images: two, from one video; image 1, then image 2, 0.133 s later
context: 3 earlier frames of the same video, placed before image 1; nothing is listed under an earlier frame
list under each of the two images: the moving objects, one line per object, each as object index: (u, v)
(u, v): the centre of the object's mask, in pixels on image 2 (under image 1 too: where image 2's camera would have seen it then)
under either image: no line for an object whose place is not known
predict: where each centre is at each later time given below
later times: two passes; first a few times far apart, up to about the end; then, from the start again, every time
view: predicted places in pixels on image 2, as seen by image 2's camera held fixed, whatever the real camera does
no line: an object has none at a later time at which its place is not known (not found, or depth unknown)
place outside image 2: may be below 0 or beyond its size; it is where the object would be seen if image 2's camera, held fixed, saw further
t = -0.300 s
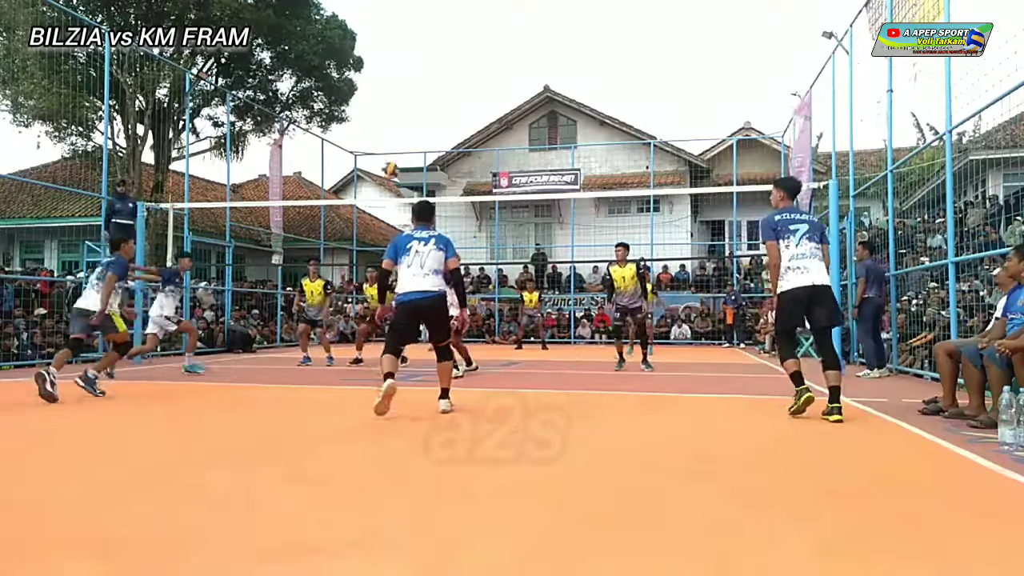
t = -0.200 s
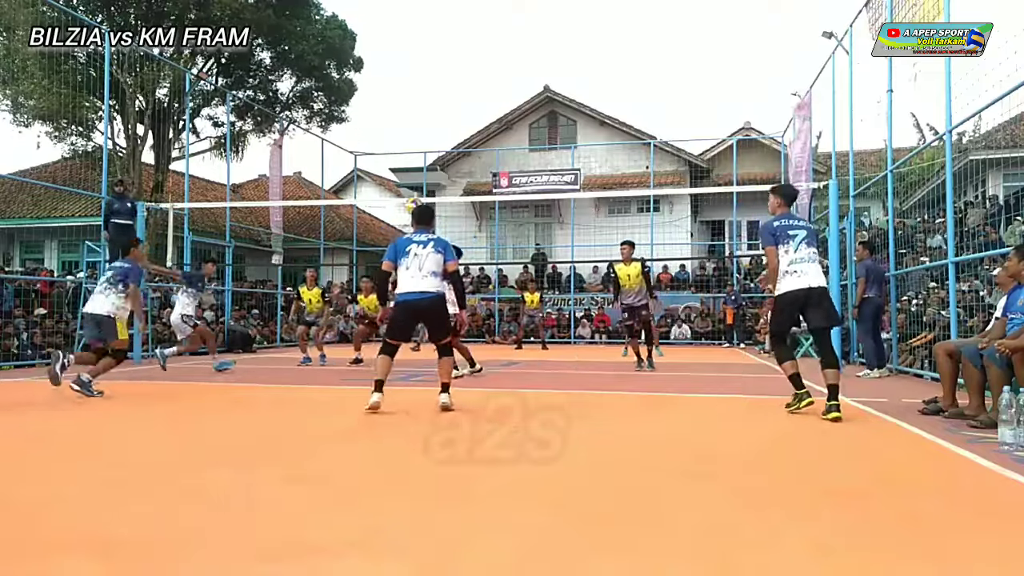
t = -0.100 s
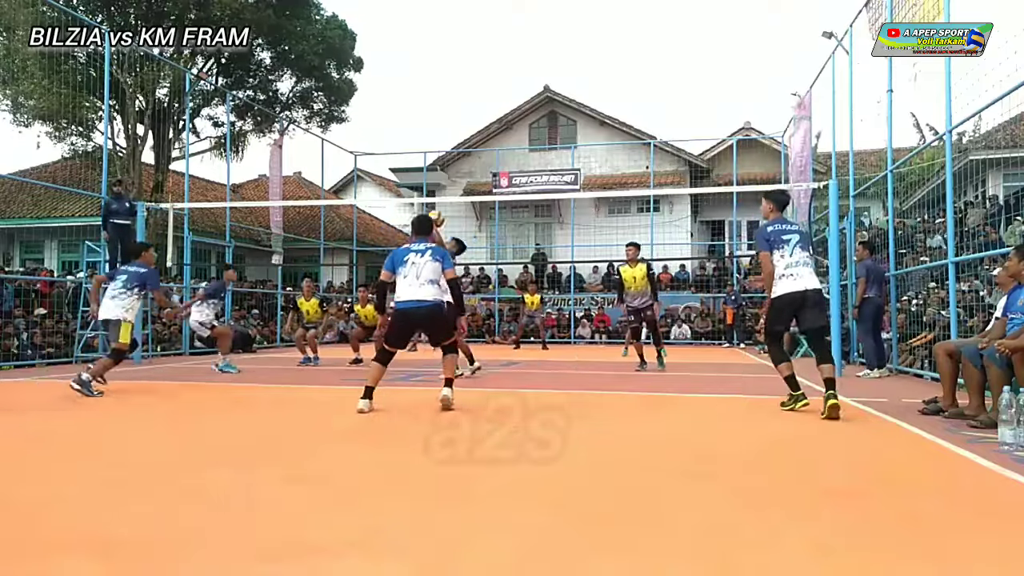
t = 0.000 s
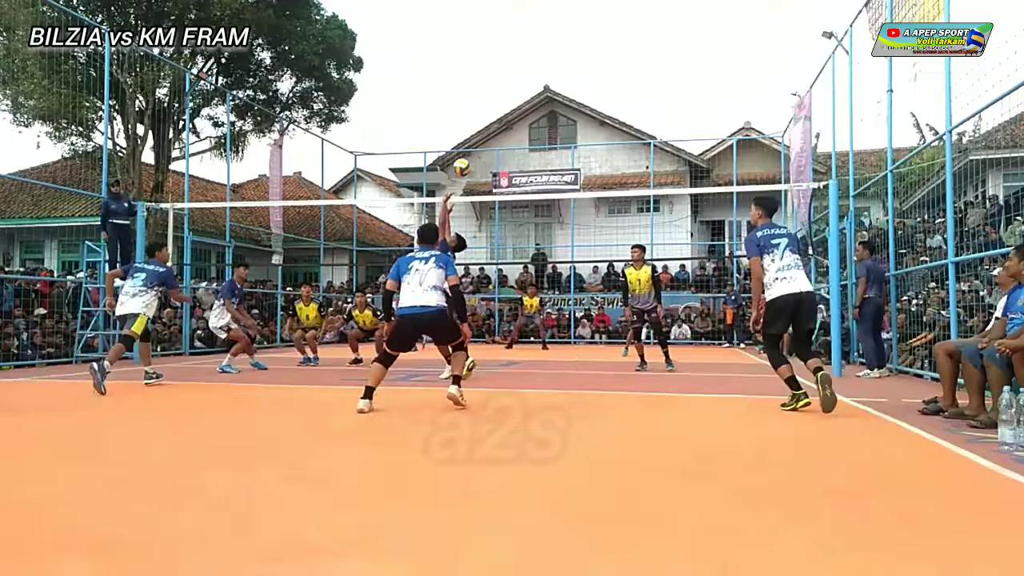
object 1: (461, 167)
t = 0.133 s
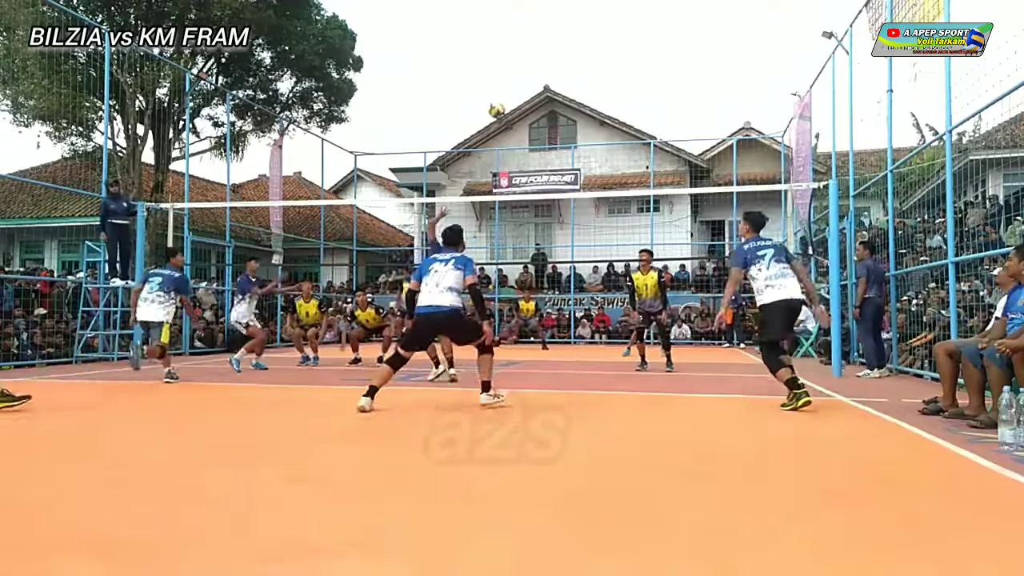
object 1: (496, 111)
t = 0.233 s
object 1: (522, 77)
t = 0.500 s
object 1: (589, 26)
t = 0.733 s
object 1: (647, 29)
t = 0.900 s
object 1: (687, 58)
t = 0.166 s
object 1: (505, 98)
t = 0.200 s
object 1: (513, 87)
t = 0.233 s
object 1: (522, 77)
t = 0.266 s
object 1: (530, 67)
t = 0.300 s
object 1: (539, 59)
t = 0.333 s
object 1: (547, 51)
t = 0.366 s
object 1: (556, 44)
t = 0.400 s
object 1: (564, 38)
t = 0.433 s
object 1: (573, 33)
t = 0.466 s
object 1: (581, 29)
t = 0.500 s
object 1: (589, 26)
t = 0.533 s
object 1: (598, 24)
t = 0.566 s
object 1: (606, 23)
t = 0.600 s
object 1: (614, 23)
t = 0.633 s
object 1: (622, 23)
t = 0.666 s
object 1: (630, 24)
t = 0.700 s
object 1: (639, 27)
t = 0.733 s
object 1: (647, 29)
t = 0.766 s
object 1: (655, 33)
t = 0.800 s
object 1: (663, 38)
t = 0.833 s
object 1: (671, 44)
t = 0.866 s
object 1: (679, 51)
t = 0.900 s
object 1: (687, 58)
